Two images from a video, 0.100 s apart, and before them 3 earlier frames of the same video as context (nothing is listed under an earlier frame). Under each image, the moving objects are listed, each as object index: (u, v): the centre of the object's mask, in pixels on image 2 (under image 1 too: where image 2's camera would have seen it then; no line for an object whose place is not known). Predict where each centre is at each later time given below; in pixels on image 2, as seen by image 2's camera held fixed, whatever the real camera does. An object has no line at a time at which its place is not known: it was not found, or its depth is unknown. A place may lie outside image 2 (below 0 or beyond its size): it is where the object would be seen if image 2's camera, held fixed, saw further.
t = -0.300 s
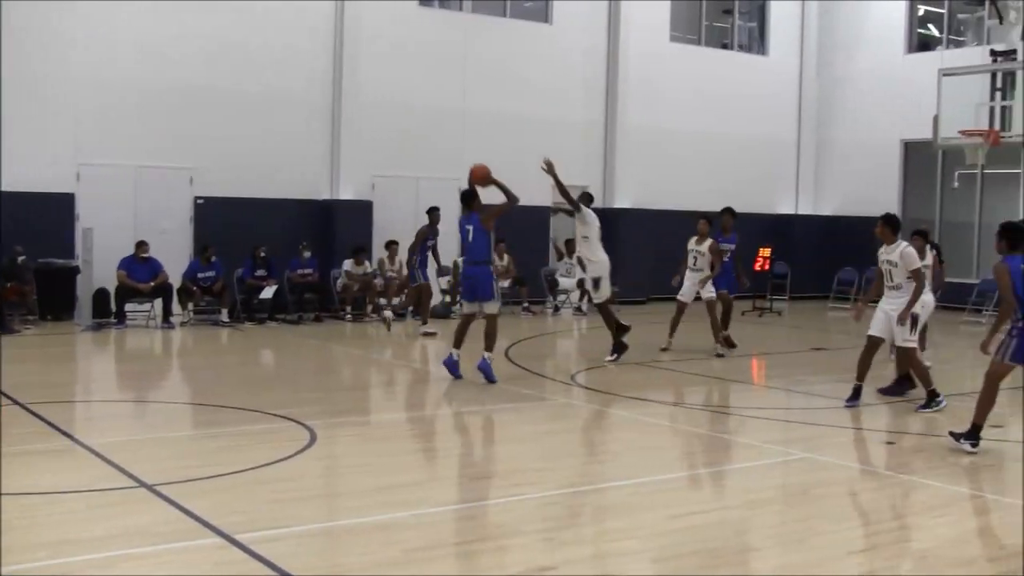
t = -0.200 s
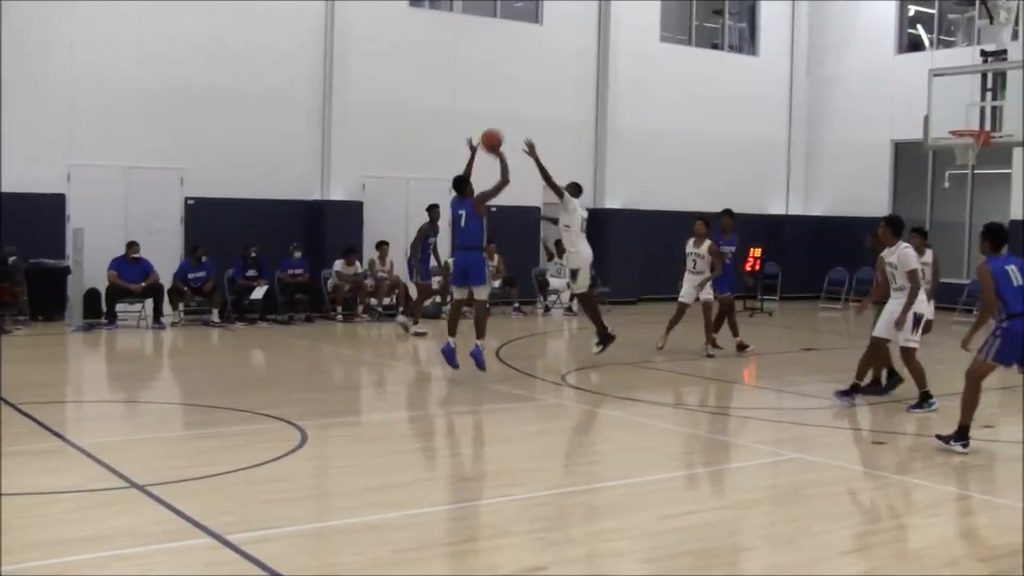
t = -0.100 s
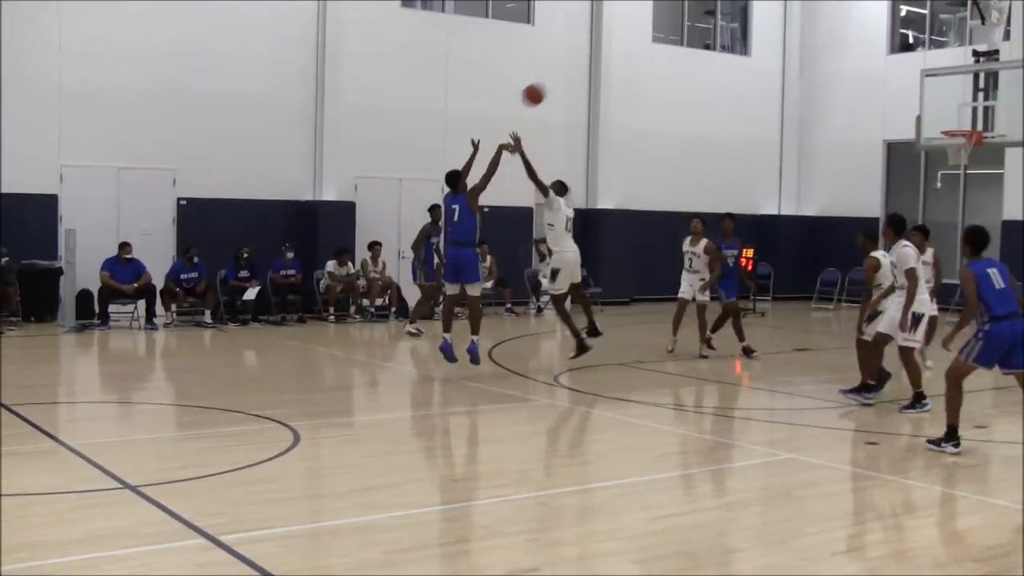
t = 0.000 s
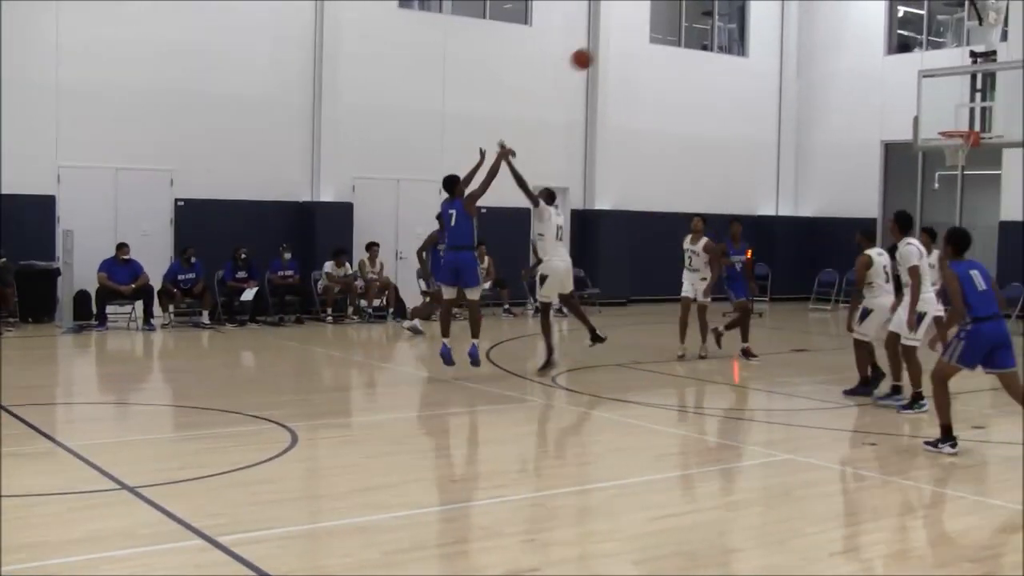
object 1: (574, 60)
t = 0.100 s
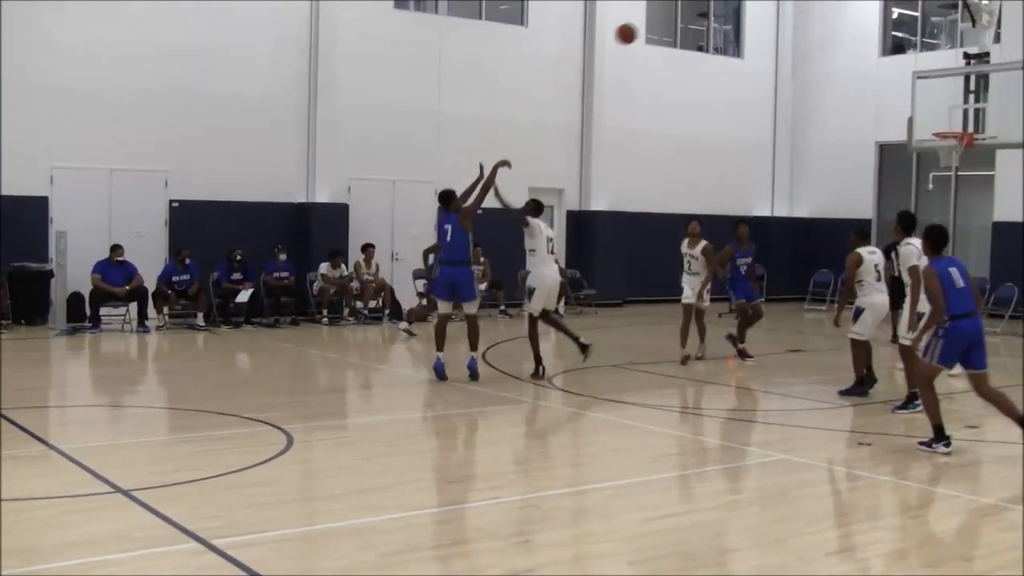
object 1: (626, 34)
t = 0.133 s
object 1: (644, 29)
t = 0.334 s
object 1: (735, 14)
